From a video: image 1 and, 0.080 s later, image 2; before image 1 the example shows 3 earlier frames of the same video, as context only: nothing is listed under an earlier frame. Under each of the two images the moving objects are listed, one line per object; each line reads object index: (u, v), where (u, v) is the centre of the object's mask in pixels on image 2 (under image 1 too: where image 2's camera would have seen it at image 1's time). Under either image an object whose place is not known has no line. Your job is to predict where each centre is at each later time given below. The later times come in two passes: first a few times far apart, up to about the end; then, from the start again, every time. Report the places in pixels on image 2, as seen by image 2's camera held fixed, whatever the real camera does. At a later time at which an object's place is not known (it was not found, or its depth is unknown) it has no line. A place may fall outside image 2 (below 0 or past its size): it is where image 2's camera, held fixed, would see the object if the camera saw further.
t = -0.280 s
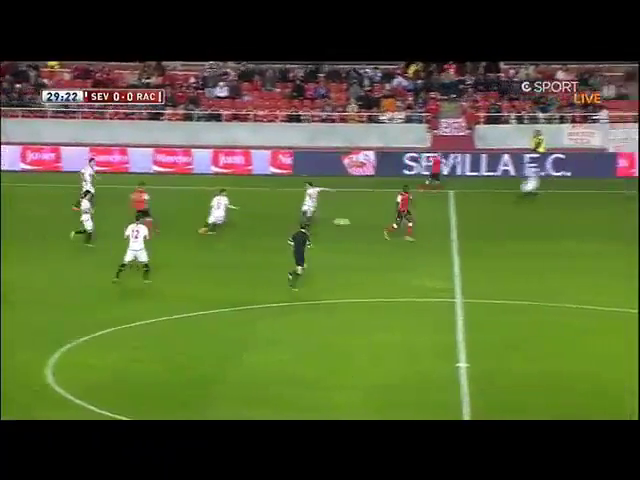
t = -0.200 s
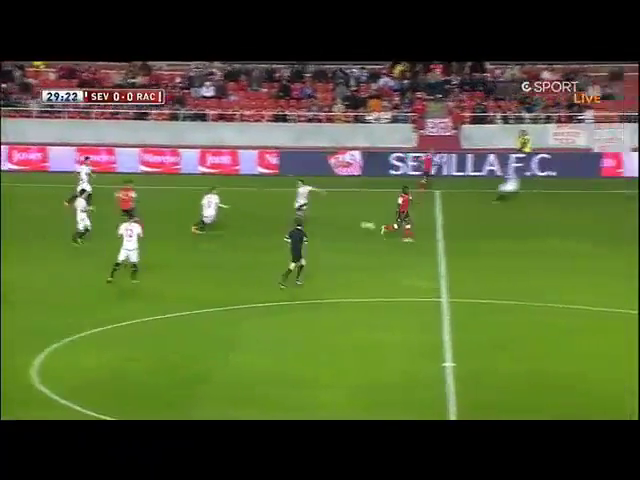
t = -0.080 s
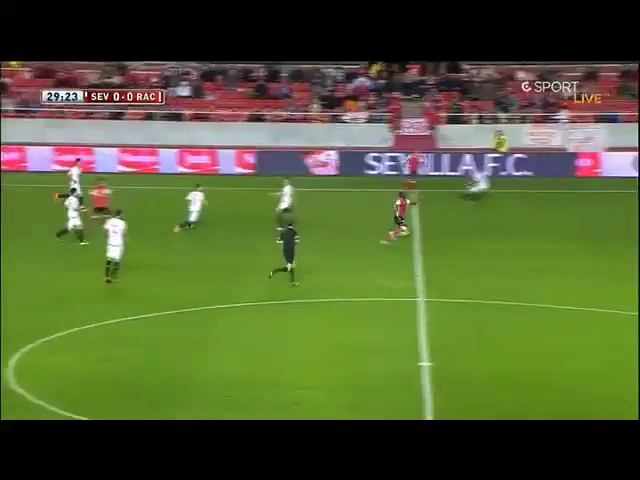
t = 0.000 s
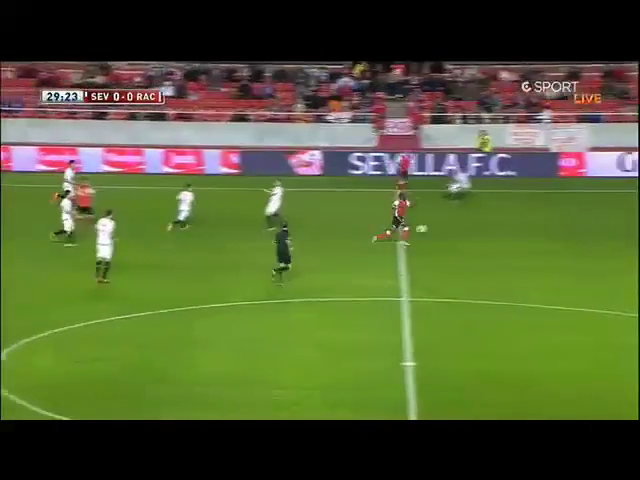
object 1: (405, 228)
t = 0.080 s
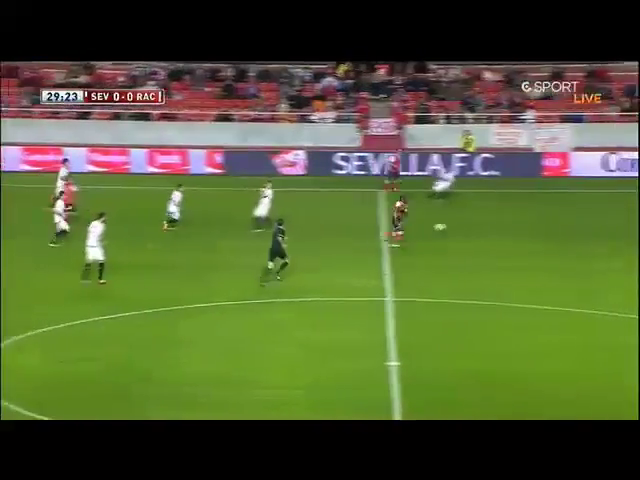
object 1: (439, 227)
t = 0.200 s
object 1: (490, 228)
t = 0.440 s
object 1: (585, 234)
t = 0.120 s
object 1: (456, 227)
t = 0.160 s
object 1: (473, 227)
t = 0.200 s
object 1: (490, 228)
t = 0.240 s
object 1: (507, 230)
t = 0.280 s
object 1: (524, 233)
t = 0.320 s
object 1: (540, 235)
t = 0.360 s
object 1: (555, 234)
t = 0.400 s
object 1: (570, 234)
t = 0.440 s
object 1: (585, 234)
